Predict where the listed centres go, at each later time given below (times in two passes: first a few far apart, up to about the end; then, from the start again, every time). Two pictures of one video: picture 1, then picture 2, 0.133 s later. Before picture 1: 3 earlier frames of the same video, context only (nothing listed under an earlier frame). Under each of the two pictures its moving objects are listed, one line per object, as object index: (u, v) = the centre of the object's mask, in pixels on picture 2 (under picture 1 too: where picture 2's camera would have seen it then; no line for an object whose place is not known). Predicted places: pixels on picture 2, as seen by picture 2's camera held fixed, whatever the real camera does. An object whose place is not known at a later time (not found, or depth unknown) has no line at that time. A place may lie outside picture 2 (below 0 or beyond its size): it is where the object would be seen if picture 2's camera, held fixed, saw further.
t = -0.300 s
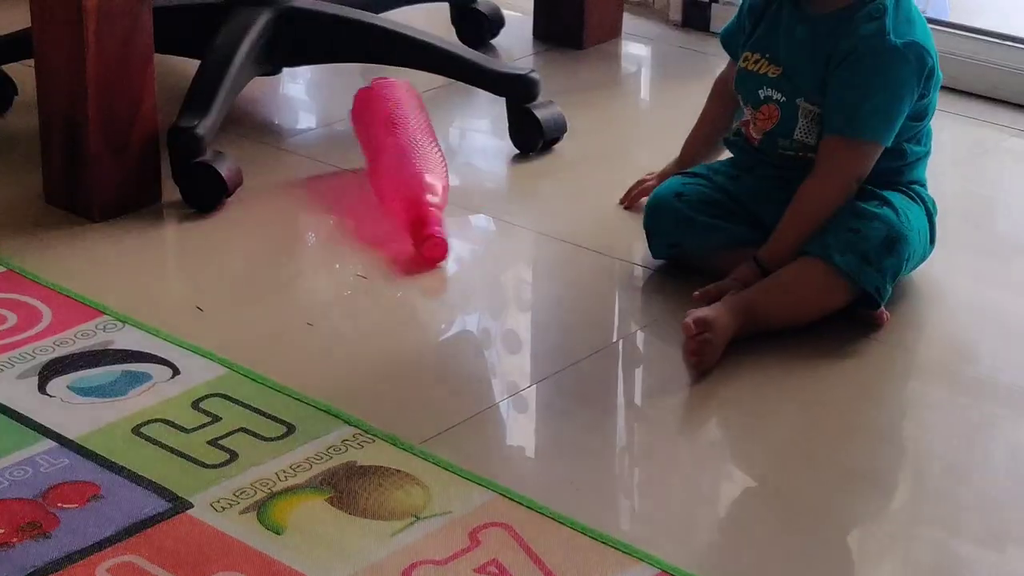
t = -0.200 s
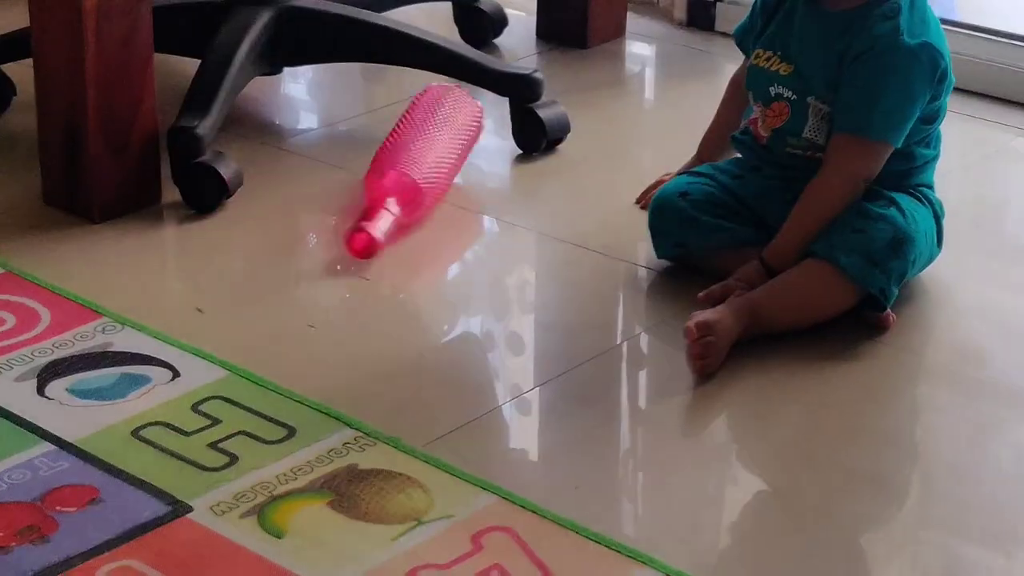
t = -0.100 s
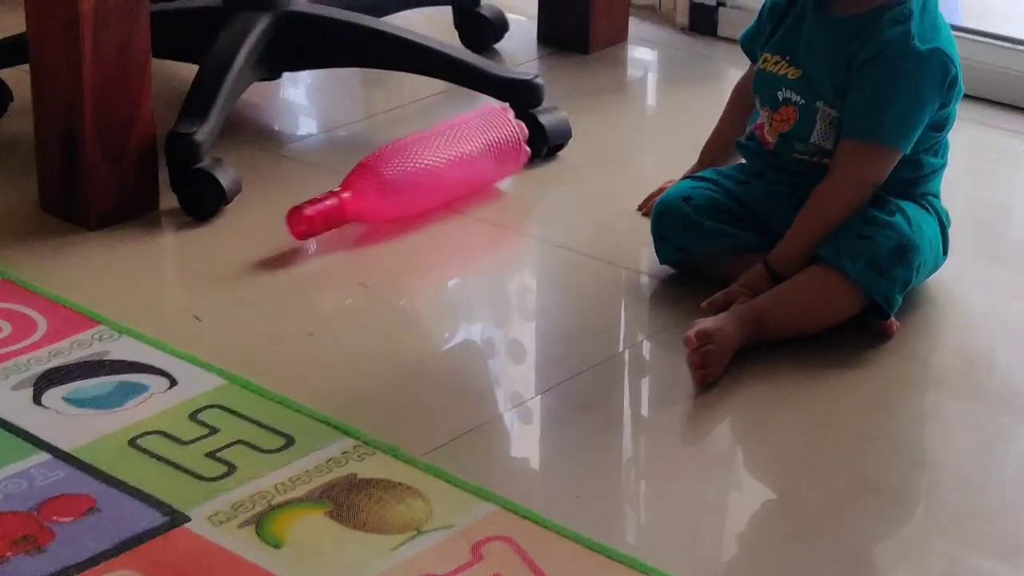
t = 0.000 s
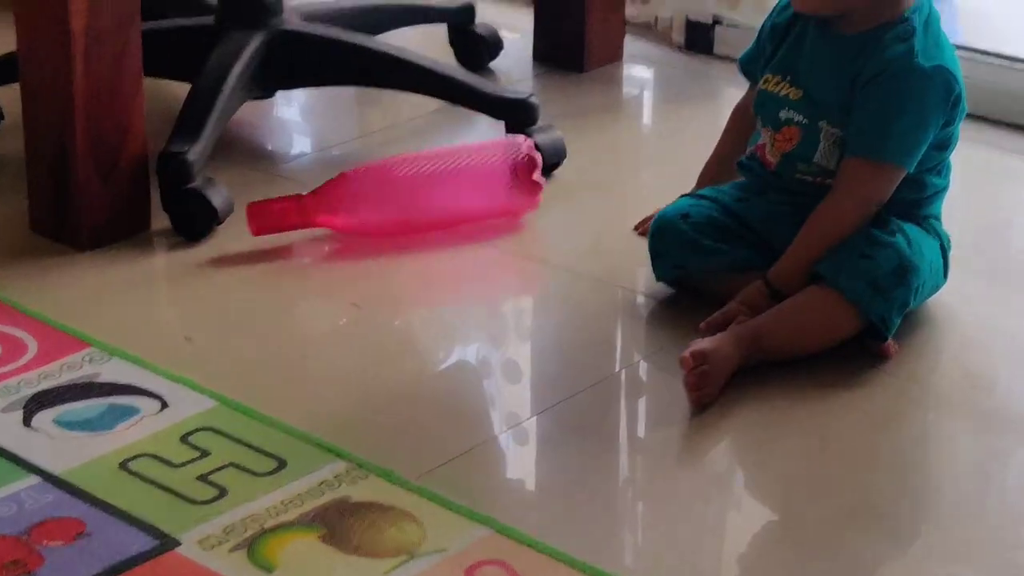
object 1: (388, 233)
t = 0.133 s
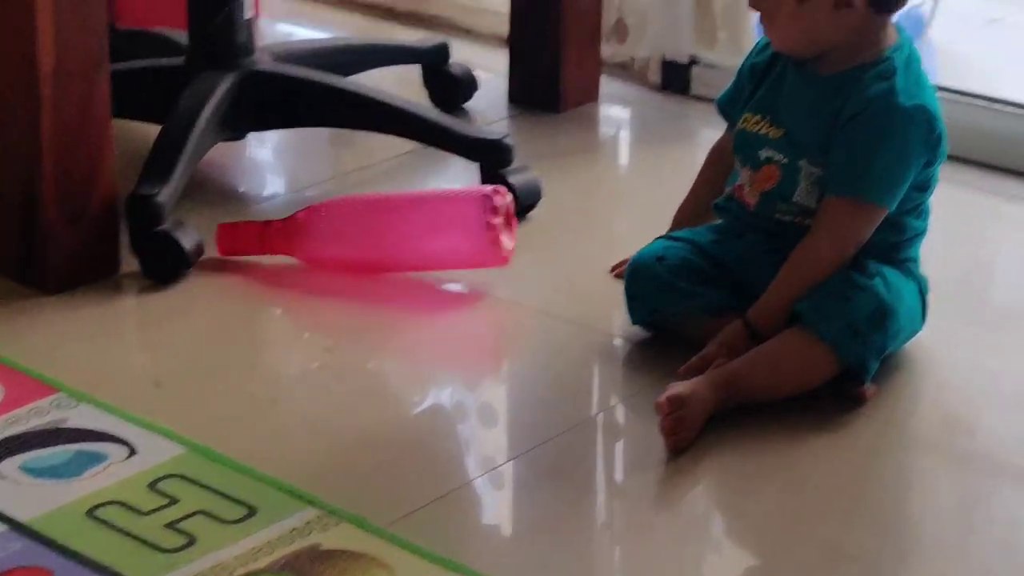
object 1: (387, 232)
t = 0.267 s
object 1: (390, 236)
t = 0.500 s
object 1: (375, 249)
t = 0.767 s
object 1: (378, 229)
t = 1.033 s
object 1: (375, 230)
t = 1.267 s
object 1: (389, 228)
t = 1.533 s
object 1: (401, 231)
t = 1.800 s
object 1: (400, 234)
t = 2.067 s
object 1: (370, 253)
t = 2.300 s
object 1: (350, 232)
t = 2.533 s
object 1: (347, 224)
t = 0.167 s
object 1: (387, 232)
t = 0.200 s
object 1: (388, 232)
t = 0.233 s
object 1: (390, 234)
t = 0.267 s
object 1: (390, 236)
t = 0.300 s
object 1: (392, 239)
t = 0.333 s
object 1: (392, 242)
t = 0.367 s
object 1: (391, 246)
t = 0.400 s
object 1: (389, 248)
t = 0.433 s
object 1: (383, 255)
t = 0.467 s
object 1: (380, 250)
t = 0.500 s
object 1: (375, 249)
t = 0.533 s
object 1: (373, 246)
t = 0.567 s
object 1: (372, 242)
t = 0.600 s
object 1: (373, 239)
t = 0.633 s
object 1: (373, 236)
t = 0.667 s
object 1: (374, 233)
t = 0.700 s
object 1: (375, 231)
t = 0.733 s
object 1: (377, 230)
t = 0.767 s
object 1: (378, 229)
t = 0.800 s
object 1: (379, 229)
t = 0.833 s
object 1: (378, 229)
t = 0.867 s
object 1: (377, 229)
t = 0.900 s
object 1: (376, 230)
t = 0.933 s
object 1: (375, 230)
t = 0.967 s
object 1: (375, 230)
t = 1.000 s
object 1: (375, 229)
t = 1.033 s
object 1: (375, 230)
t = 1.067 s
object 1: (375, 229)
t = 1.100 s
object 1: (376, 228)
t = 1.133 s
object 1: (378, 227)
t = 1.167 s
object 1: (381, 226)
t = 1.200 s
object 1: (383, 229)
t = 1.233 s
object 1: (386, 228)
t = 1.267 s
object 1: (389, 228)
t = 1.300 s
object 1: (391, 229)
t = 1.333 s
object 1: (393, 229)
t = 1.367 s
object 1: (395, 229)
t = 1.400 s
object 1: (397, 230)
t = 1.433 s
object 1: (399, 230)
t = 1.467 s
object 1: (399, 231)
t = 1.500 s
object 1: (400, 231)
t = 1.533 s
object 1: (401, 231)
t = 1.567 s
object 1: (401, 232)
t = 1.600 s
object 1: (399, 231)
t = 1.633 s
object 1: (400, 231)
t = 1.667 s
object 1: (401, 231)
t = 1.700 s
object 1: (401, 231)
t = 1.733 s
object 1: (401, 231)
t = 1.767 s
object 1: (401, 232)
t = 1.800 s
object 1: (400, 234)
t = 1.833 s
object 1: (399, 236)
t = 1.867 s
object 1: (397, 239)
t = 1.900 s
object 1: (395, 243)
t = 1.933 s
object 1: (393, 246)
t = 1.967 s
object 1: (387, 250)
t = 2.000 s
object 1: (381, 253)
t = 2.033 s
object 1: (375, 254)
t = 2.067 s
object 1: (370, 253)
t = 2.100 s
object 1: (365, 251)
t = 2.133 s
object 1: (362, 248)
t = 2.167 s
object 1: (359, 244)
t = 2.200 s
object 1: (356, 240)
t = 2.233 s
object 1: (354, 237)
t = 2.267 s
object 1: (352, 234)
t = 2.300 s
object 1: (350, 232)
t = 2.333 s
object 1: (349, 231)
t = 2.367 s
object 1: (348, 230)
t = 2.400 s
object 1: (347, 229)
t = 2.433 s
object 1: (347, 228)
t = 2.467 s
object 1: (347, 227)
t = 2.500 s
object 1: (346, 226)
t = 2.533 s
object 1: (347, 224)
